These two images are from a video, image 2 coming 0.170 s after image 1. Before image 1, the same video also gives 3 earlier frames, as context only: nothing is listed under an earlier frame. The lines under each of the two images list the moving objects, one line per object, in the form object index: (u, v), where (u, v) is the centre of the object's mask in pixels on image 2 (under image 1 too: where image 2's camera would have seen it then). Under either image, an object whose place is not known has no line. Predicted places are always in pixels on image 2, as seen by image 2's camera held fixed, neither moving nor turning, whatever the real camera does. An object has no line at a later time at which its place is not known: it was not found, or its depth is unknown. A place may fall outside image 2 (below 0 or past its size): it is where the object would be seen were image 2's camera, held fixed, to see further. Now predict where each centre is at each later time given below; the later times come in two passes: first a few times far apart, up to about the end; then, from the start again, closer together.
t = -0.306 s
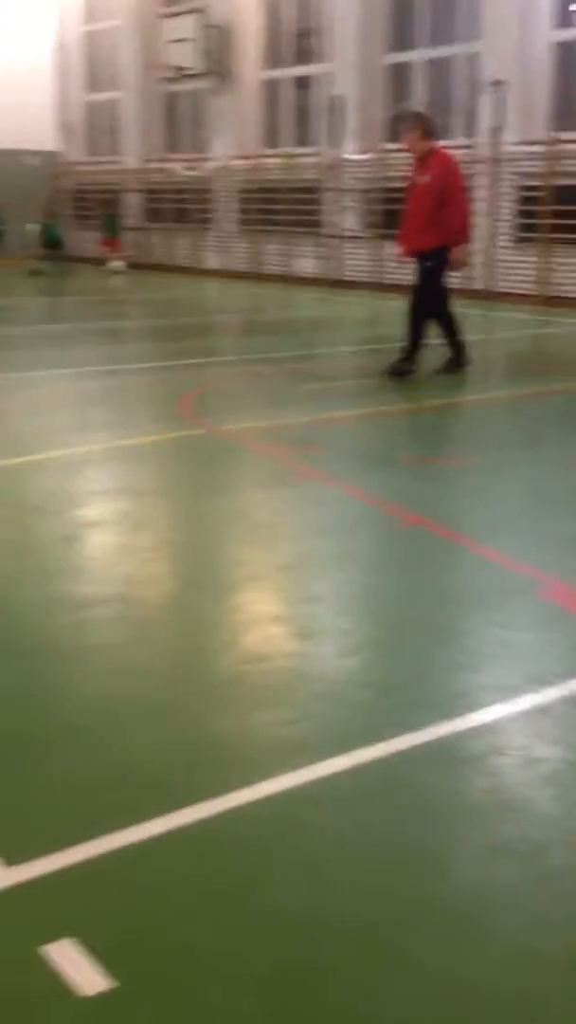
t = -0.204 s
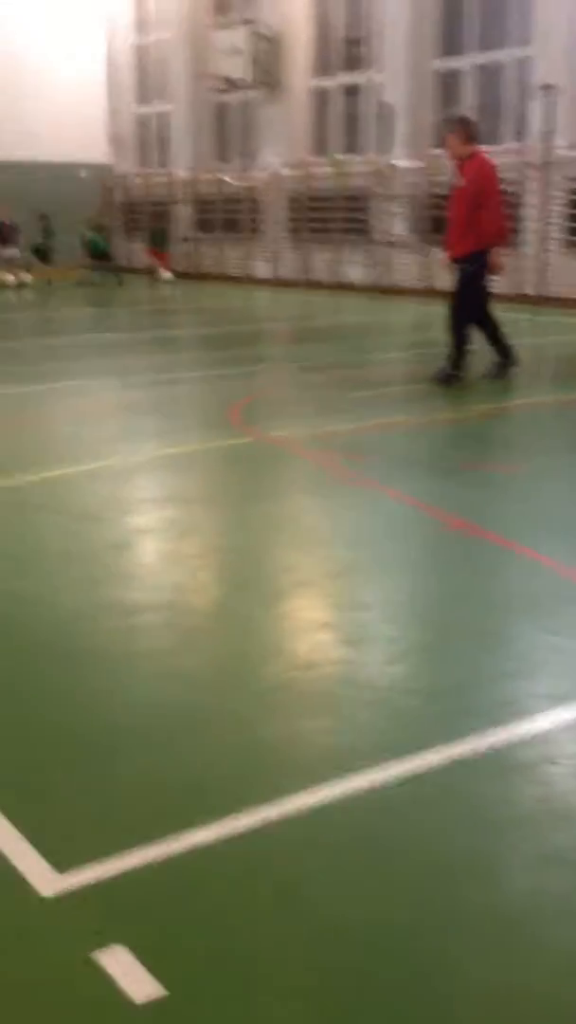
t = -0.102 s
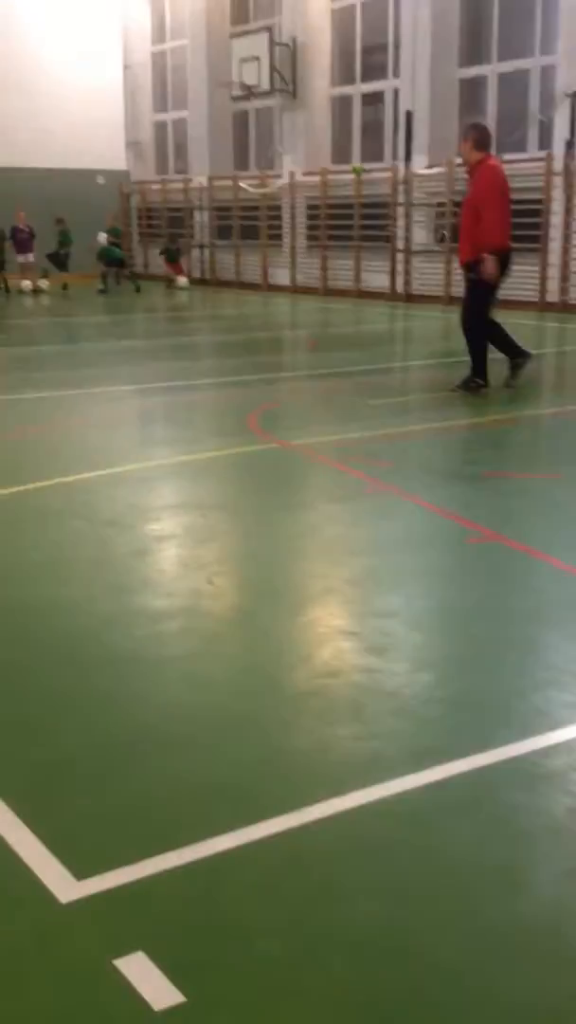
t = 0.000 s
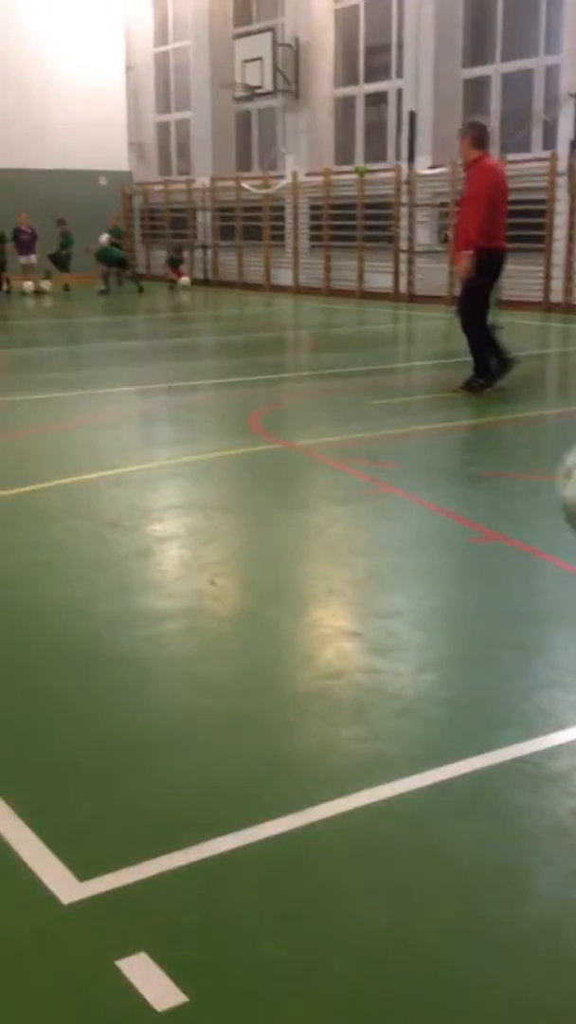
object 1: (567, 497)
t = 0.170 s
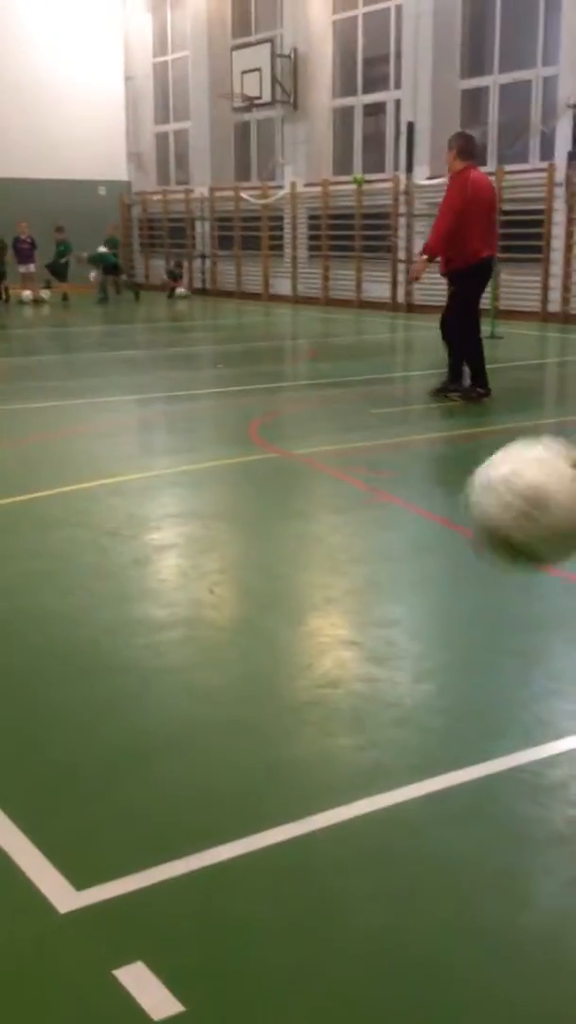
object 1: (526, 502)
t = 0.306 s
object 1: (453, 618)
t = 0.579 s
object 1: (259, 778)
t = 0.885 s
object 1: (10, 777)
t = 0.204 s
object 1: (513, 519)
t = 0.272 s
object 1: (470, 578)
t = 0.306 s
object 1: (453, 618)
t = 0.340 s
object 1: (438, 662)
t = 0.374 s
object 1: (408, 719)
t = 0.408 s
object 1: (384, 787)
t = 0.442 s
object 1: (358, 870)
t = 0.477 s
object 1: (340, 913)
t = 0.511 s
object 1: (315, 859)
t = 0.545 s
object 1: (287, 816)
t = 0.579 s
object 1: (259, 778)
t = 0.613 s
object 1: (236, 753)
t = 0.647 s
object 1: (210, 734)
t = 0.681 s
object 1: (185, 715)
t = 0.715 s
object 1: (155, 707)
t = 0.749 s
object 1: (129, 706)
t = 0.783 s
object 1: (99, 710)
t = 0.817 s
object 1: (69, 725)
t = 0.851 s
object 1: (43, 745)
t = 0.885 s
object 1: (10, 777)
